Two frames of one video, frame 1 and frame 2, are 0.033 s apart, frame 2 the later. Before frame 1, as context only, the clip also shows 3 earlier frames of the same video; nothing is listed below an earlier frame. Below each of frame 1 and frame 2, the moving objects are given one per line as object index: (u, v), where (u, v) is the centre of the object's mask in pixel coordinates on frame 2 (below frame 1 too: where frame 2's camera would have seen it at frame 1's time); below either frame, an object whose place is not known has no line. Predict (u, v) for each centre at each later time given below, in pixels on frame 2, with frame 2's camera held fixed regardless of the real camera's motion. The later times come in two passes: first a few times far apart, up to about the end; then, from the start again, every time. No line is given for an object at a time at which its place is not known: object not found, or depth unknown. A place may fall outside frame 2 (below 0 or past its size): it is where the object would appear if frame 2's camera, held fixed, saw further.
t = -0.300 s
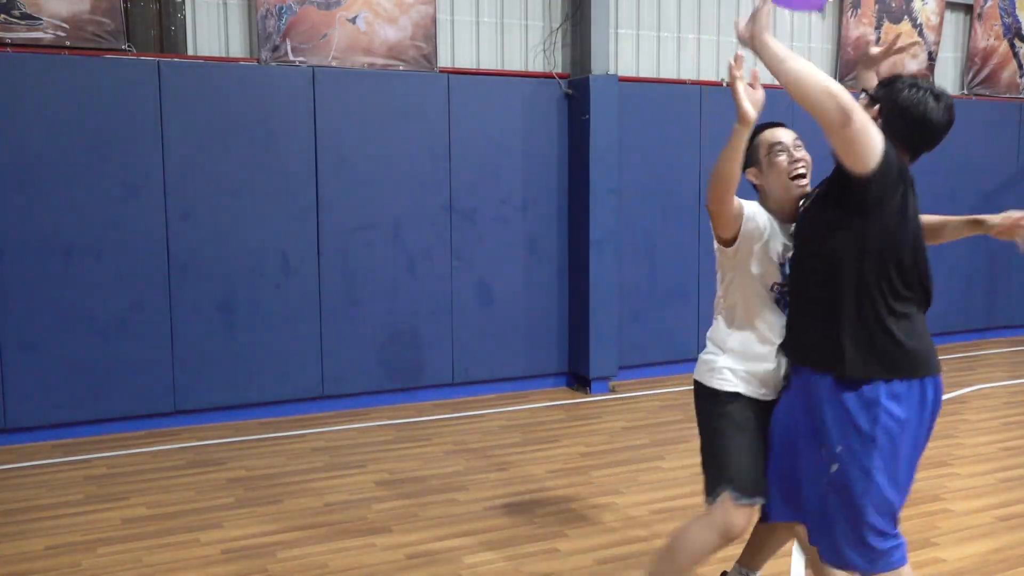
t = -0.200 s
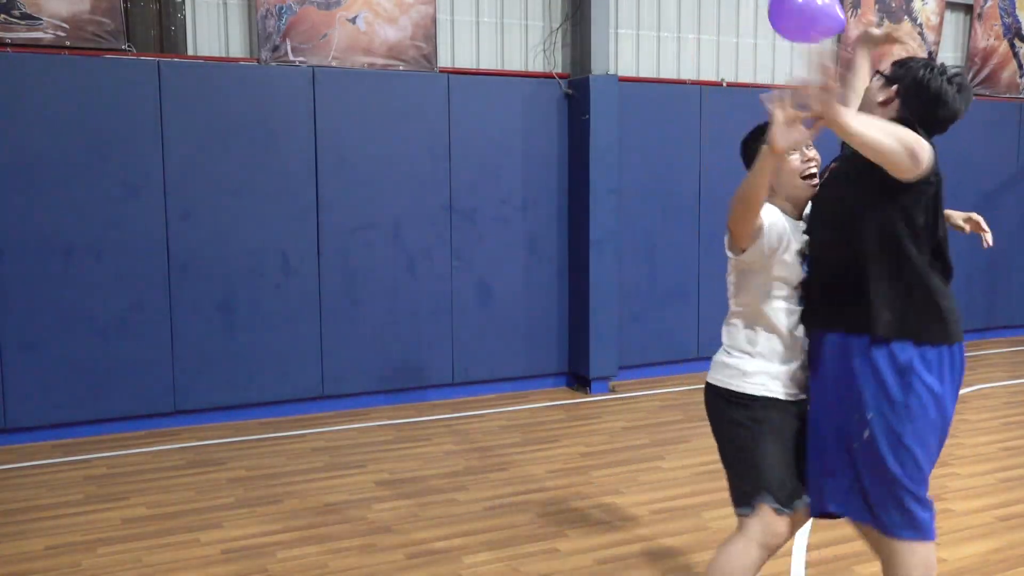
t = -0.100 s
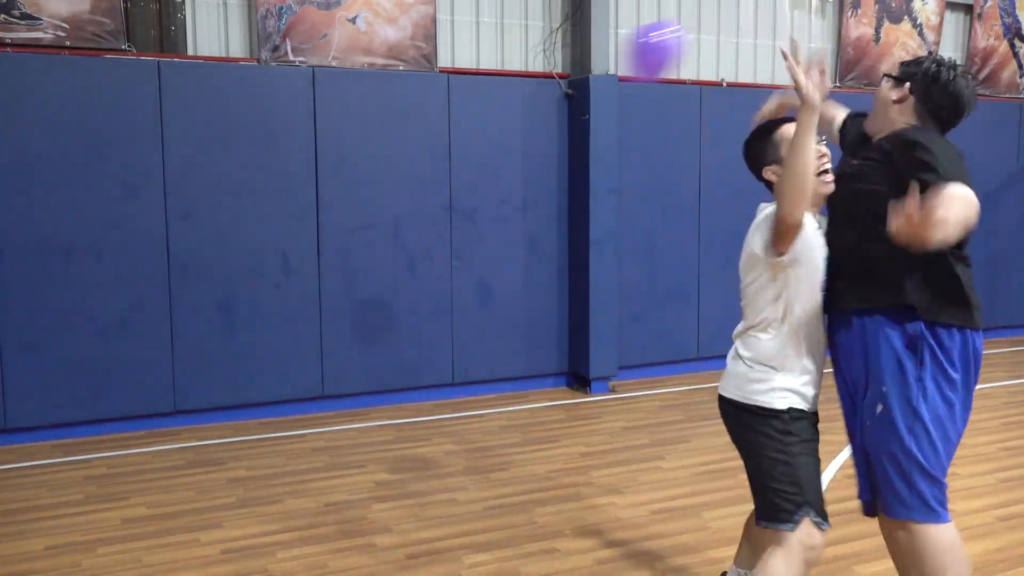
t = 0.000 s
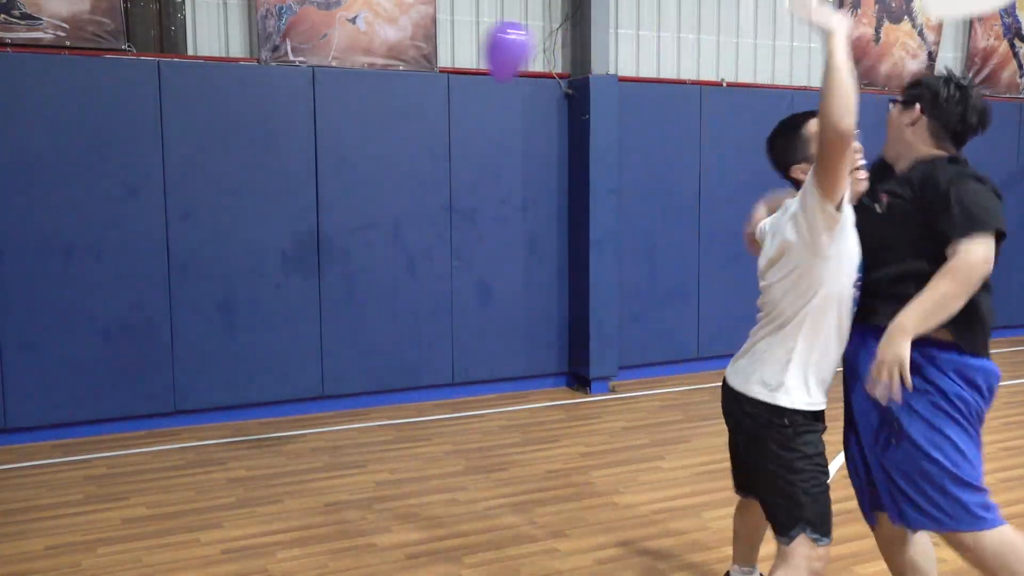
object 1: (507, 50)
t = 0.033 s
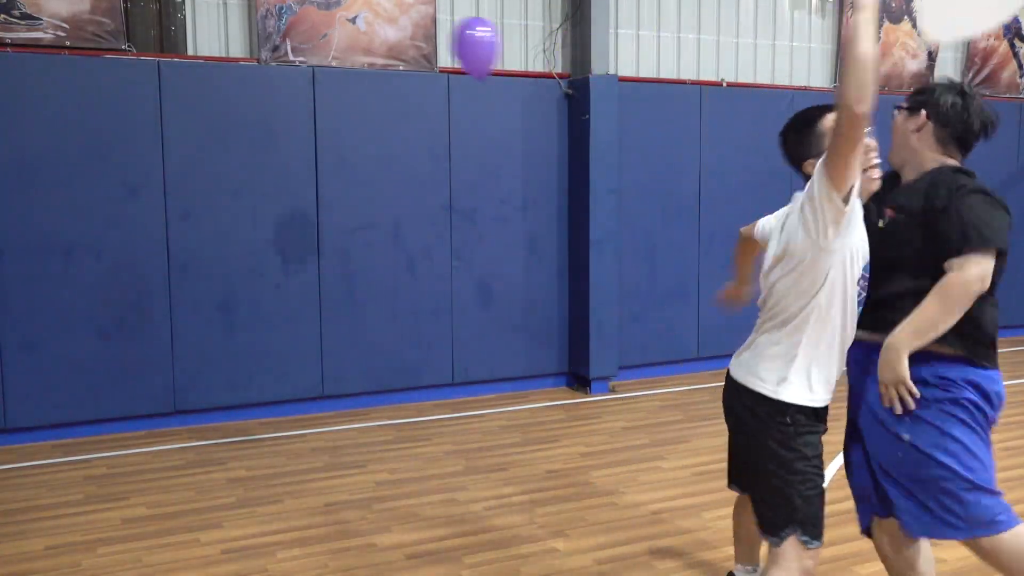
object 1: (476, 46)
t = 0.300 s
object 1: (381, 55)
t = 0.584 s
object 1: (353, 88)
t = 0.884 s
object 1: (334, 144)
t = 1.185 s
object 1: (325, 209)
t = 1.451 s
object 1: (328, 260)
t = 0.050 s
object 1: (463, 44)
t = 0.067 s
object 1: (450, 42)
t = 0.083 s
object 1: (438, 42)
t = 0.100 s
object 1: (428, 42)
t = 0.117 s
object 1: (420, 41)
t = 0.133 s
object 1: (413, 42)
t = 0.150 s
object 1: (407, 42)
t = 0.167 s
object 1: (402, 43)
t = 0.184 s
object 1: (398, 44)
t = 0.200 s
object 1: (394, 45)
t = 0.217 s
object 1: (392, 47)
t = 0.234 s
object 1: (389, 48)
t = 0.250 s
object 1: (387, 50)
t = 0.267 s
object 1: (385, 52)
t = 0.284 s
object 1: (383, 53)
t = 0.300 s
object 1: (381, 55)
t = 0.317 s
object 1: (379, 56)
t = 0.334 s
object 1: (377, 58)
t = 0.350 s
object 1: (375, 60)
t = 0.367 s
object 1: (373, 61)
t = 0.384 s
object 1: (372, 63)
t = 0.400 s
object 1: (369, 65)
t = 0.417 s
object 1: (367, 67)
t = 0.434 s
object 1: (366, 69)
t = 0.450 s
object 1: (365, 70)
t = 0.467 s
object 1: (363, 72)
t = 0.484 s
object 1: (361, 74)
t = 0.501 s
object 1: (360, 77)
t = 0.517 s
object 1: (358, 79)
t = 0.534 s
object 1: (357, 81)
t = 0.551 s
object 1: (356, 83)
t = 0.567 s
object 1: (354, 86)
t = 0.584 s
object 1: (353, 88)
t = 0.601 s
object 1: (351, 91)
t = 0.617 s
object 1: (350, 93)
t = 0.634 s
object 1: (349, 95)
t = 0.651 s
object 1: (348, 98)
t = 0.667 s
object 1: (346, 101)
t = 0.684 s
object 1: (345, 104)
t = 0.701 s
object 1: (344, 107)
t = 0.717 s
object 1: (343, 110)
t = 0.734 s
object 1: (342, 113)
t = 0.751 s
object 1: (341, 116)
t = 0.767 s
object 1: (340, 120)
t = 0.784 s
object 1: (339, 123)
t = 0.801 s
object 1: (338, 126)
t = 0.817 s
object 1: (337, 130)
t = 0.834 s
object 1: (336, 133)
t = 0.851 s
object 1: (336, 137)
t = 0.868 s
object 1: (335, 140)
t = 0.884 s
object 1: (334, 144)
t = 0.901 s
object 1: (334, 148)
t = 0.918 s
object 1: (333, 152)
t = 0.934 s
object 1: (333, 155)
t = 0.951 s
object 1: (332, 159)
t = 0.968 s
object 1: (332, 163)
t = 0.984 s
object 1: (332, 166)
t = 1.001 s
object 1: (331, 170)
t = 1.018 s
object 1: (331, 174)
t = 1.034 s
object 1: (330, 178)
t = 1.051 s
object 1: (330, 181)
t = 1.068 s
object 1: (329, 184)
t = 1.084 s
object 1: (328, 188)
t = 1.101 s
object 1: (328, 192)
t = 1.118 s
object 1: (327, 195)
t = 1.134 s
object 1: (327, 198)
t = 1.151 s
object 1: (326, 202)
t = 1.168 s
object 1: (325, 205)
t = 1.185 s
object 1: (325, 209)
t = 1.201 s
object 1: (325, 212)
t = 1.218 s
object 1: (324, 216)
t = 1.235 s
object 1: (324, 219)
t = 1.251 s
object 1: (324, 223)
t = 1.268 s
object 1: (324, 226)
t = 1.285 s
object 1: (324, 229)
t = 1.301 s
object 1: (324, 232)
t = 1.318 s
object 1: (324, 236)
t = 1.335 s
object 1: (325, 239)
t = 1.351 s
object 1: (326, 242)
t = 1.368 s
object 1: (326, 245)
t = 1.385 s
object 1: (326, 248)
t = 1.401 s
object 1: (327, 251)
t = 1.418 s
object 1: (327, 254)
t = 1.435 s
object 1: (328, 257)
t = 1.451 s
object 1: (328, 260)
